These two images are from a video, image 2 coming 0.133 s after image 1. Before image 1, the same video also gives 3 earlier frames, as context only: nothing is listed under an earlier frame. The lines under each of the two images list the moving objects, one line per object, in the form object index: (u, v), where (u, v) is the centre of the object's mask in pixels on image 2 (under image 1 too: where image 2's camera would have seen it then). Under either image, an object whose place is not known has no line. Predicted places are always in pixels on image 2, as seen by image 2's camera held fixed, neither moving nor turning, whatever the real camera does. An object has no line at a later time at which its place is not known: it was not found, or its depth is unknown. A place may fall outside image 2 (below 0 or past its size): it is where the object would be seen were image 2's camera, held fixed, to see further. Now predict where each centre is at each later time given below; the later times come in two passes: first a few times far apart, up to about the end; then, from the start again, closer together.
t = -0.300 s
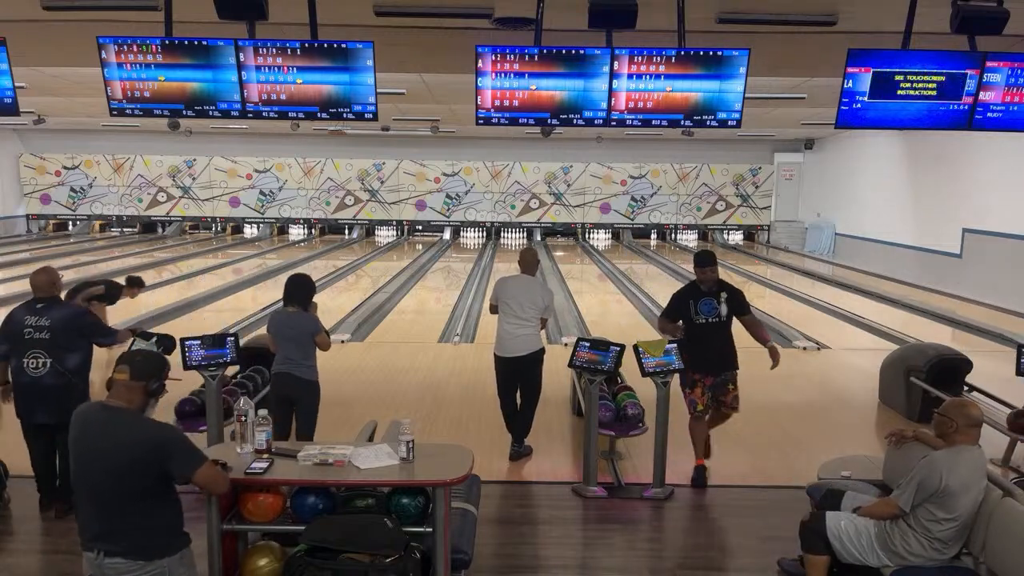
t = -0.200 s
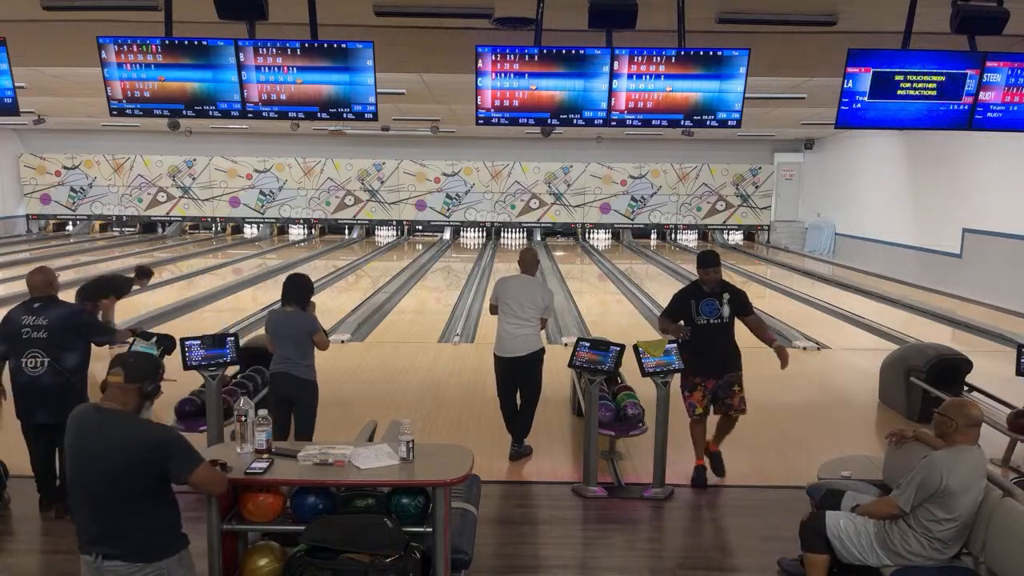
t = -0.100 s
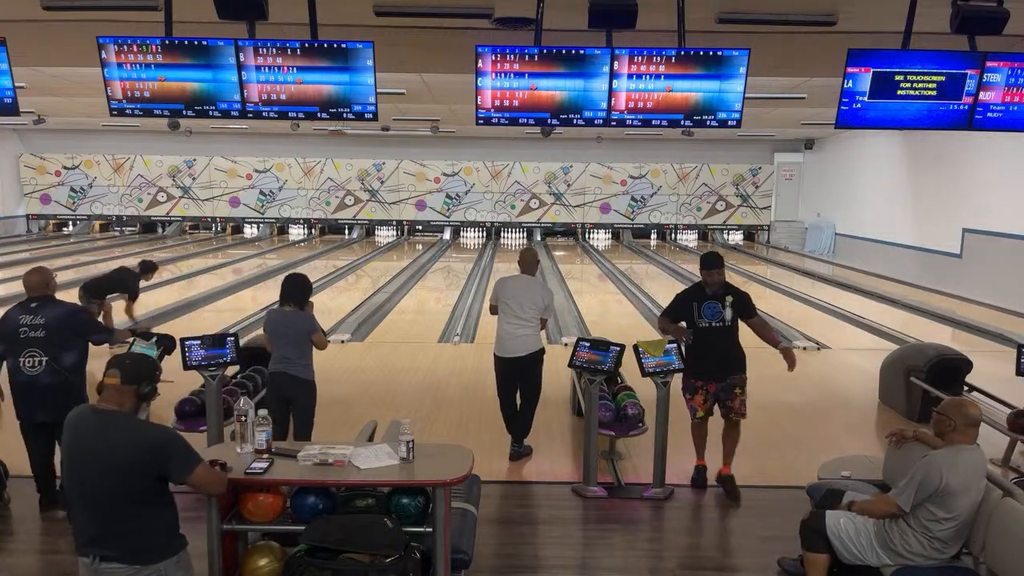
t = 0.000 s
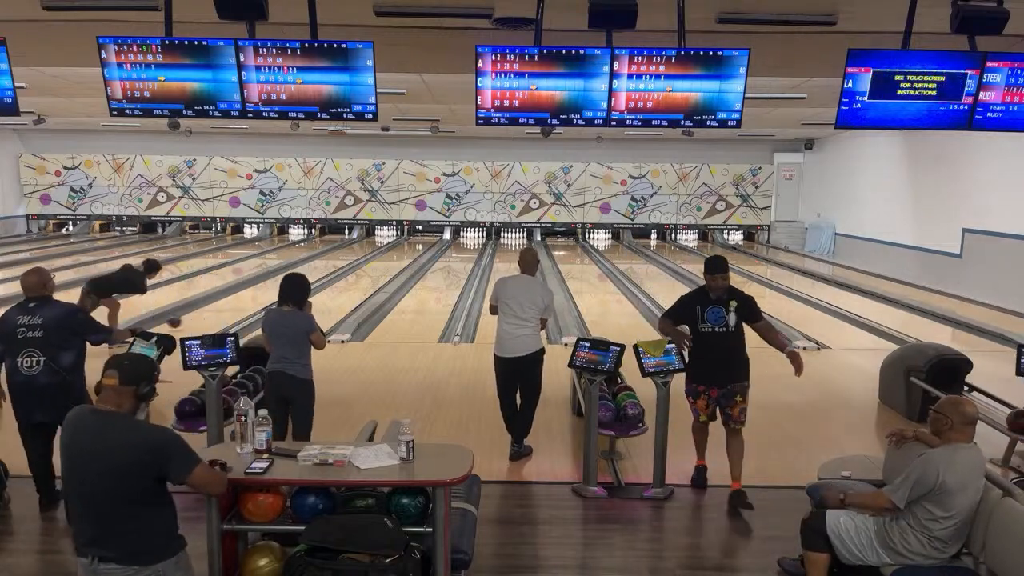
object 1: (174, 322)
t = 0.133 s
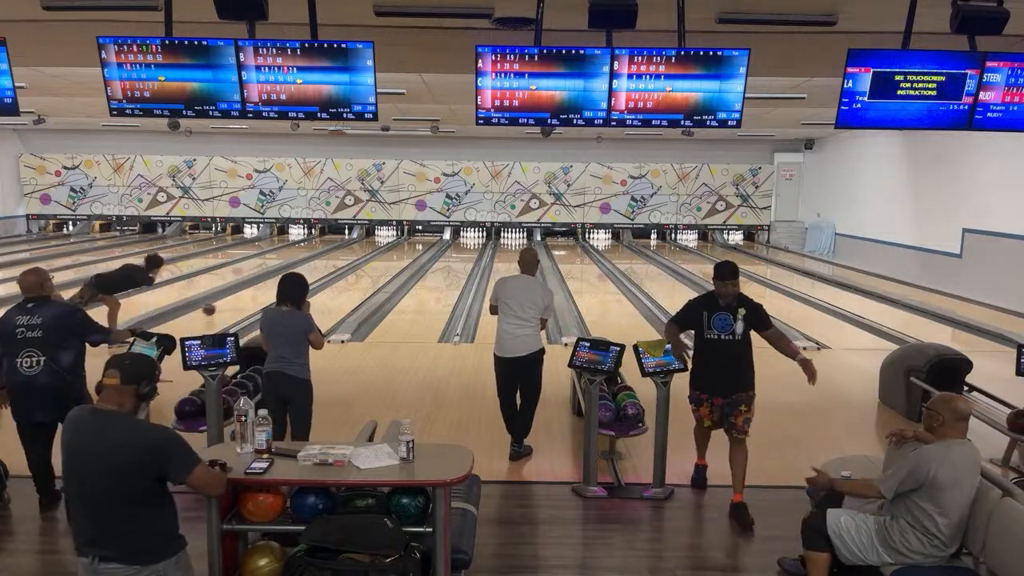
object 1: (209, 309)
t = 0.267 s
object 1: (237, 300)
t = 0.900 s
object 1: (326, 266)
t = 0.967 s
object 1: (332, 264)
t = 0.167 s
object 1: (216, 307)
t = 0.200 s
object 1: (224, 305)
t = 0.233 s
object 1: (231, 302)
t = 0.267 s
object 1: (237, 300)
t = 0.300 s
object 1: (244, 297)
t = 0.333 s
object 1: (250, 295)
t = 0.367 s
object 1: (256, 293)
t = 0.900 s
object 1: (326, 266)
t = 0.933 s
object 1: (329, 265)
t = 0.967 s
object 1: (332, 264)
